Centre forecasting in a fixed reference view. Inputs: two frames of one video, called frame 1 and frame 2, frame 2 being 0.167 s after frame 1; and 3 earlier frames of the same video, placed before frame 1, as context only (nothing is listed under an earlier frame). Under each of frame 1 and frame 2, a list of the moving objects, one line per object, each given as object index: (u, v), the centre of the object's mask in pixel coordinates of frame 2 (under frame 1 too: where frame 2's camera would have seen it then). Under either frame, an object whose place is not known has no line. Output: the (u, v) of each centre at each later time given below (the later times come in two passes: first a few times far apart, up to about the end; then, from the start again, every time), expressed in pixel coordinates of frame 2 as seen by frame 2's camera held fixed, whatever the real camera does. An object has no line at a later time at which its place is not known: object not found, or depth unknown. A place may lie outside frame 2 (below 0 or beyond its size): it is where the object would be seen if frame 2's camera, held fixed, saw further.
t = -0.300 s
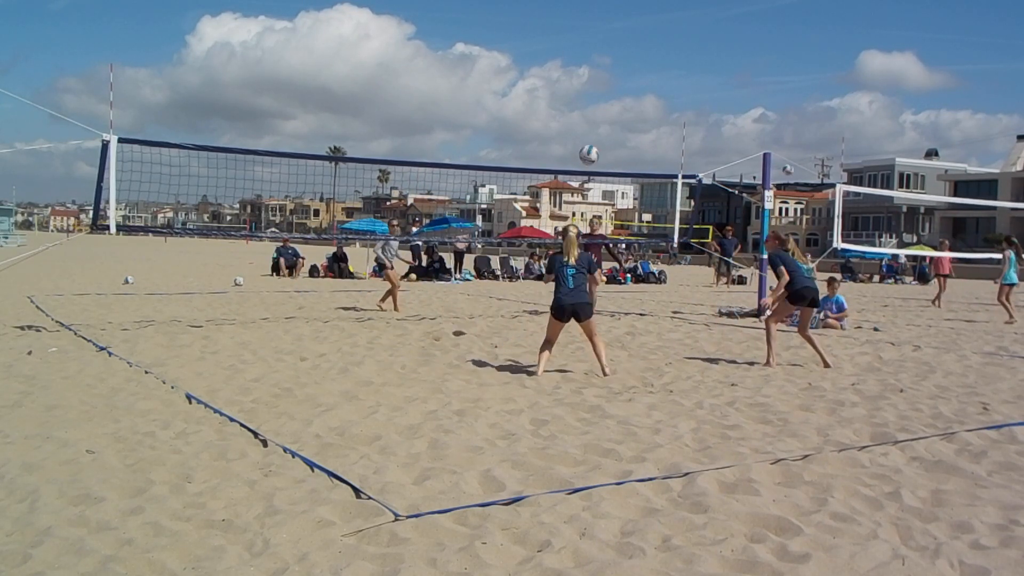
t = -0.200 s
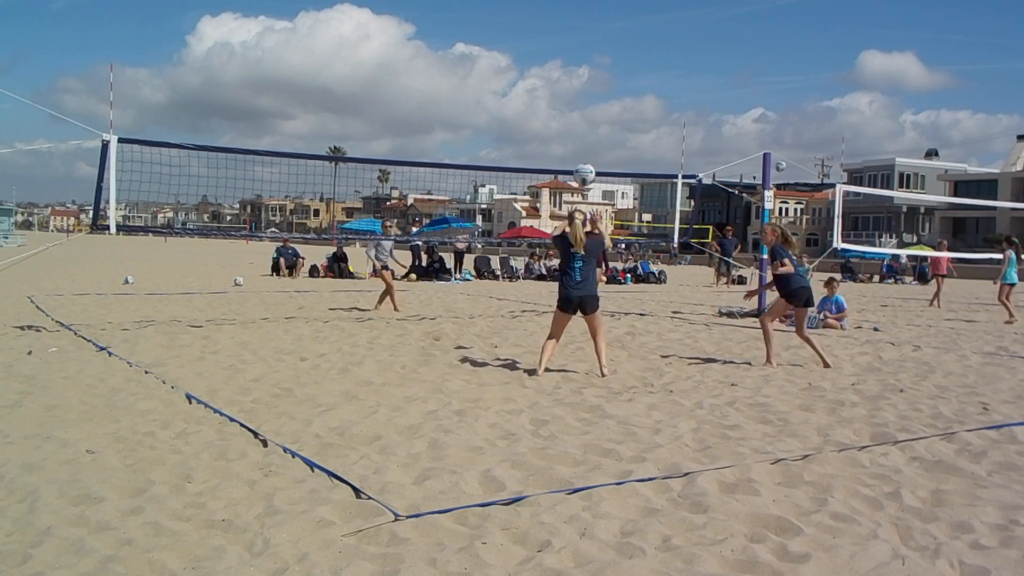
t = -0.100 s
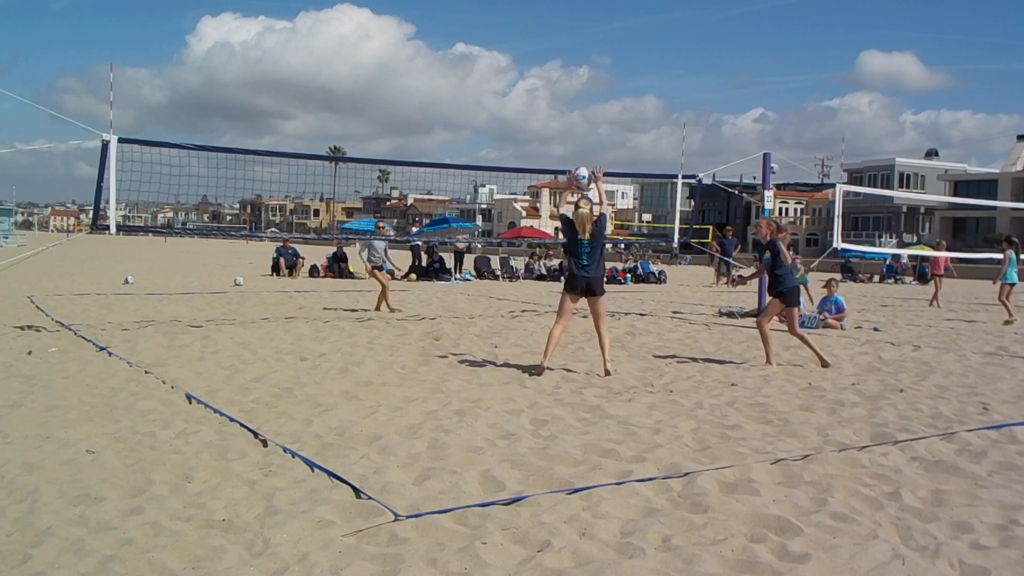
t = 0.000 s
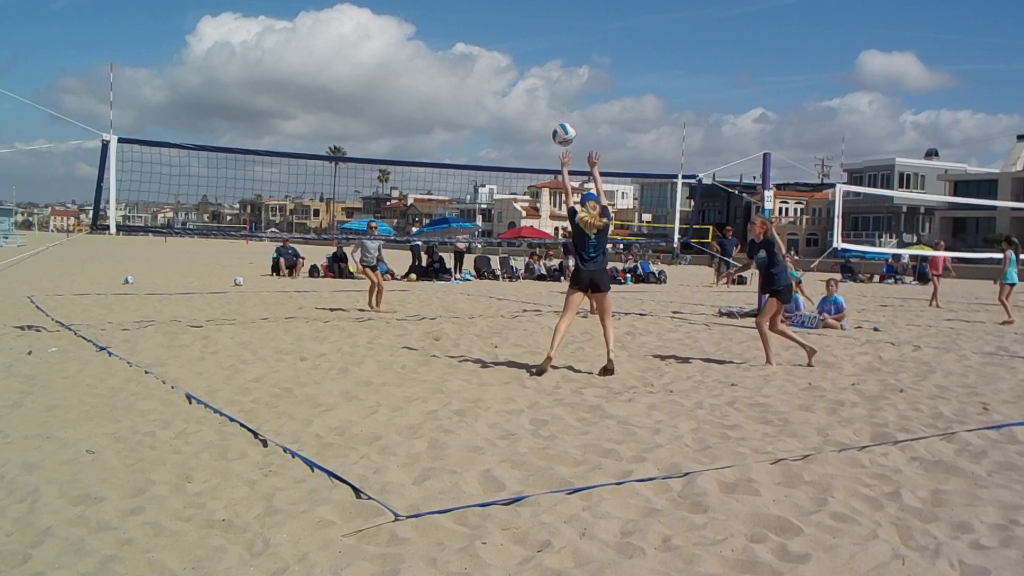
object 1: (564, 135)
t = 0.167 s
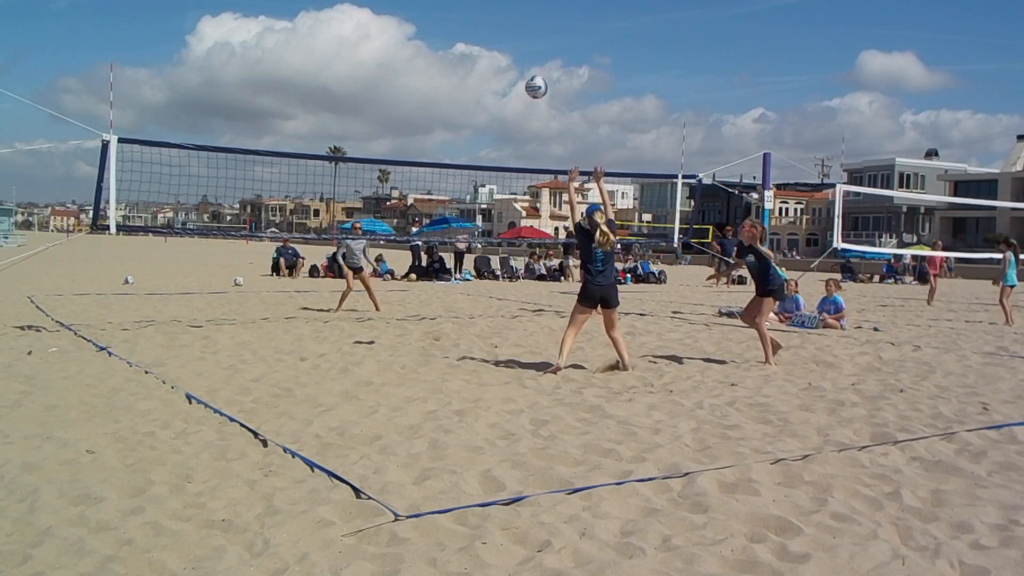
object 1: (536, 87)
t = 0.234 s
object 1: (526, 76)
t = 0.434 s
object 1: (494, 72)
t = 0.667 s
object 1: (459, 118)
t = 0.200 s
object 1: (531, 81)
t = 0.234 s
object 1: (526, 76)
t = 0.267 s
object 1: (520, 72)
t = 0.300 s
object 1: (515, 70)
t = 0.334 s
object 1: (510, 69)
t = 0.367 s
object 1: (504, 69)
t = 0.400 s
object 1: (499, 70)
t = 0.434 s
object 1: (494, 72)
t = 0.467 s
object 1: (488, 76)
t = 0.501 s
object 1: (484, 80)
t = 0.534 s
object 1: (479, 85)
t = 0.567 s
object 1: (473, 92)
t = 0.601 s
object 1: (469, 100)
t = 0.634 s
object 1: (464, 109)
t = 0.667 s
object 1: (459, 118)
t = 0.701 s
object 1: (454, 130)
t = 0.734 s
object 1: (449, 141)
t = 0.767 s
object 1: (445, 154)
